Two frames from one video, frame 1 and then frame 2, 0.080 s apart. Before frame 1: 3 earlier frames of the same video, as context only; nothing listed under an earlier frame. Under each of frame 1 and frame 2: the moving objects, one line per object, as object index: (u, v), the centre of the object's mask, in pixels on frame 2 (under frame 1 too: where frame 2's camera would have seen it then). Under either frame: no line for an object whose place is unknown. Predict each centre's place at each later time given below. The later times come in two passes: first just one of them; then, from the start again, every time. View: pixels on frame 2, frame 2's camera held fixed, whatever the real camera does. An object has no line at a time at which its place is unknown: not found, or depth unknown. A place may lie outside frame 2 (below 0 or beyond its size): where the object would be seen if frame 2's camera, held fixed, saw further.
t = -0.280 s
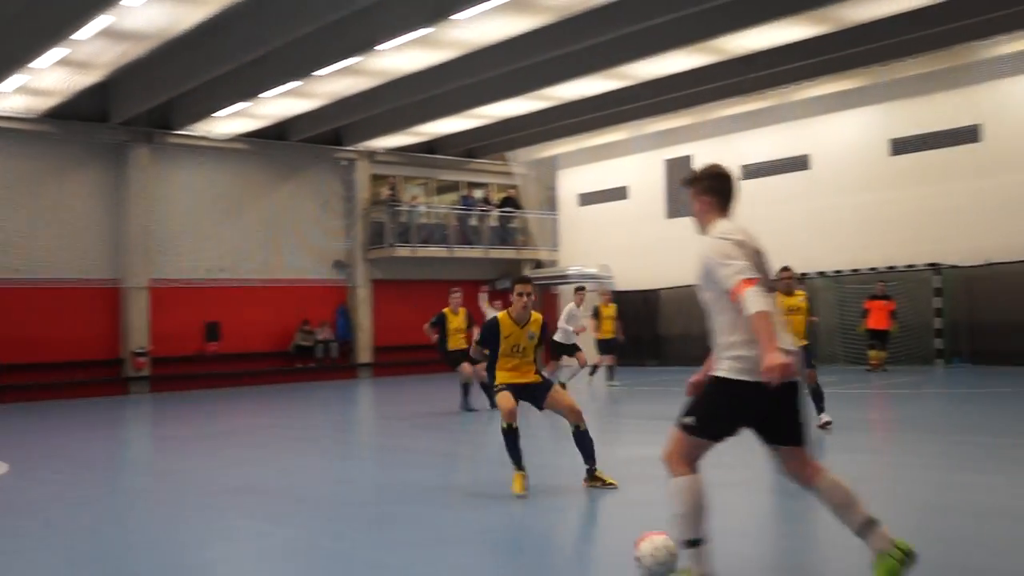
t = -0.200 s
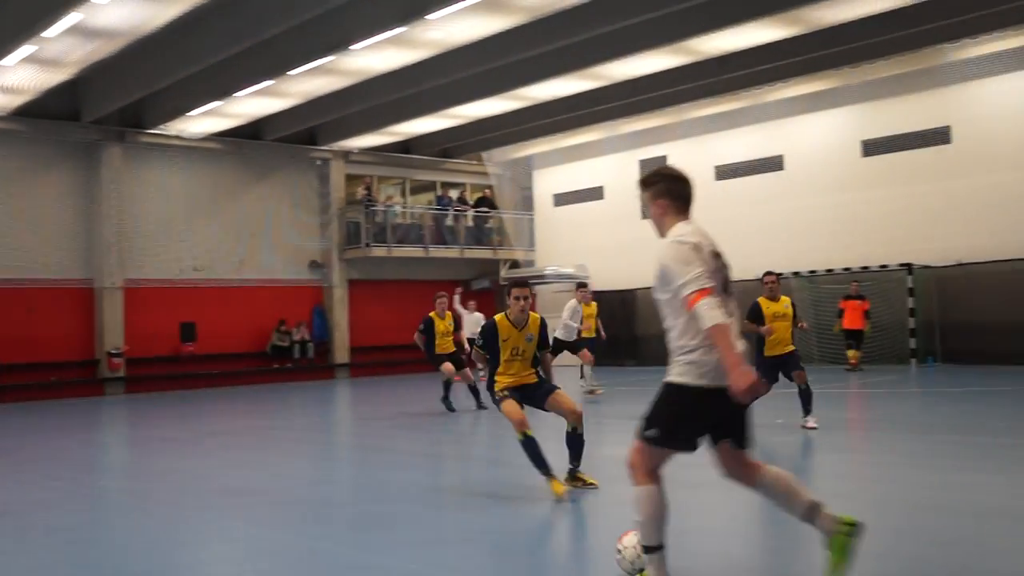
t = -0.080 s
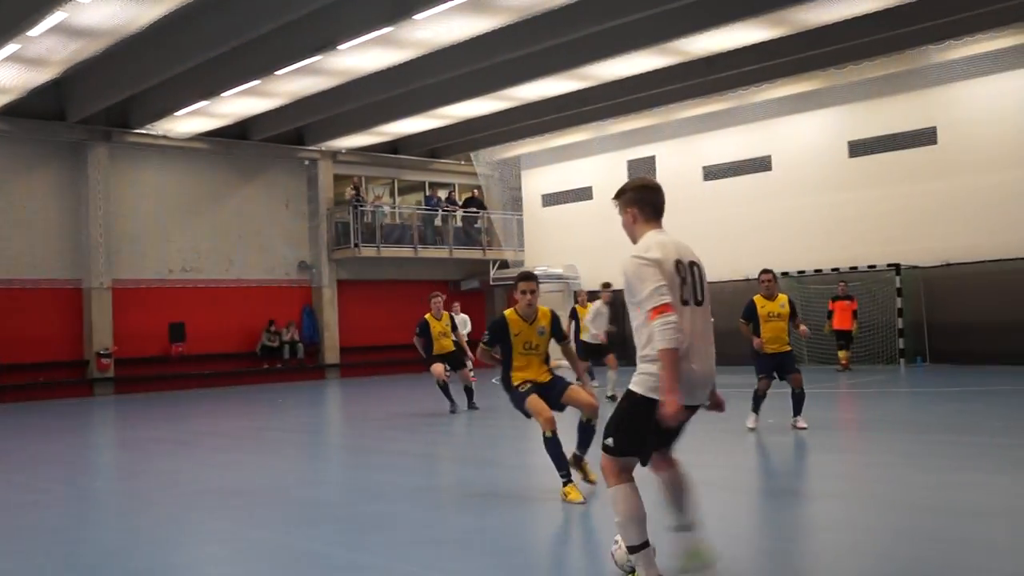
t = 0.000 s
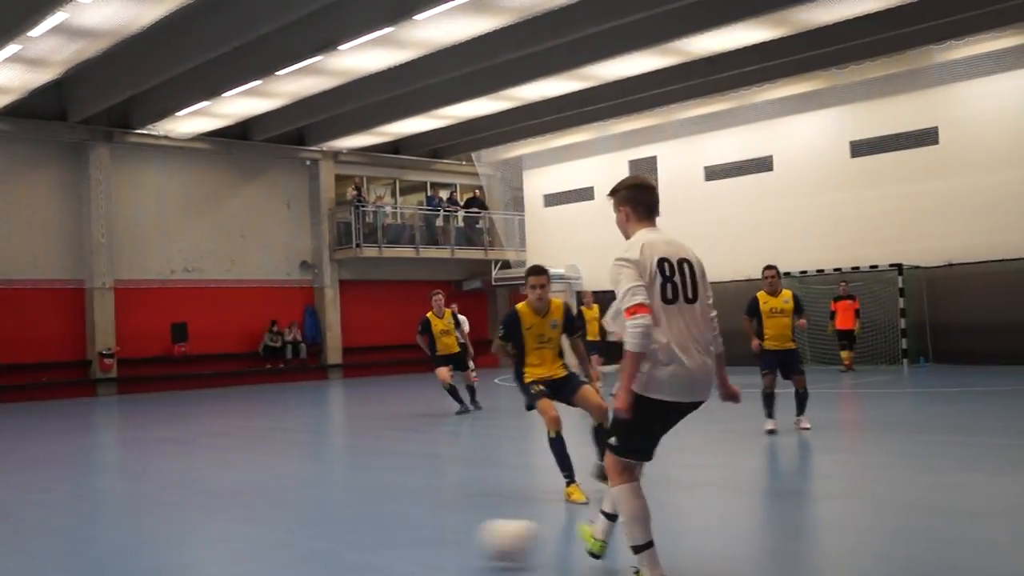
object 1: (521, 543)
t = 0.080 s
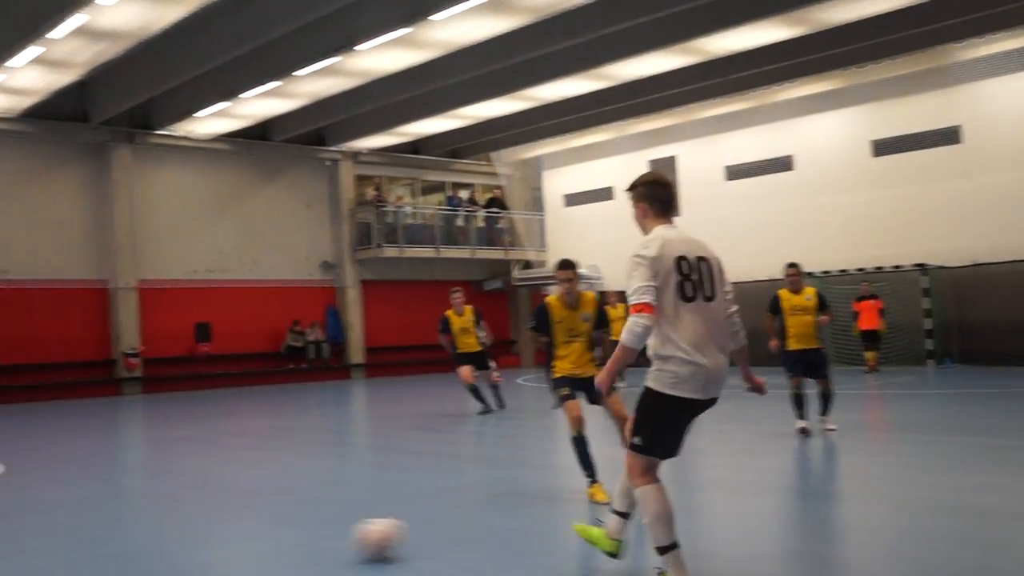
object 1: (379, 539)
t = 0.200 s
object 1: (199, 529)
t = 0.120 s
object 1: (317, 534)
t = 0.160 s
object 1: (257, 530)
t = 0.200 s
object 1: (199, 529)
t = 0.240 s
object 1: (151, 526)
